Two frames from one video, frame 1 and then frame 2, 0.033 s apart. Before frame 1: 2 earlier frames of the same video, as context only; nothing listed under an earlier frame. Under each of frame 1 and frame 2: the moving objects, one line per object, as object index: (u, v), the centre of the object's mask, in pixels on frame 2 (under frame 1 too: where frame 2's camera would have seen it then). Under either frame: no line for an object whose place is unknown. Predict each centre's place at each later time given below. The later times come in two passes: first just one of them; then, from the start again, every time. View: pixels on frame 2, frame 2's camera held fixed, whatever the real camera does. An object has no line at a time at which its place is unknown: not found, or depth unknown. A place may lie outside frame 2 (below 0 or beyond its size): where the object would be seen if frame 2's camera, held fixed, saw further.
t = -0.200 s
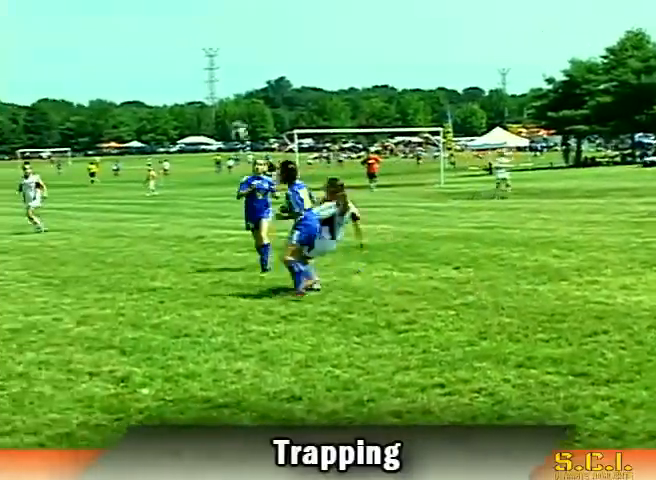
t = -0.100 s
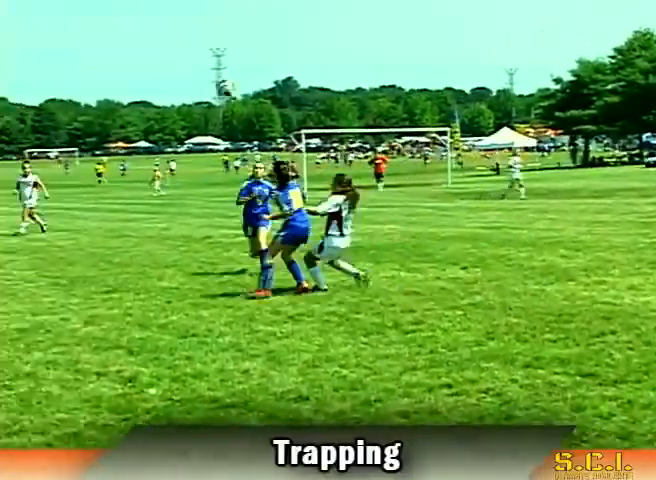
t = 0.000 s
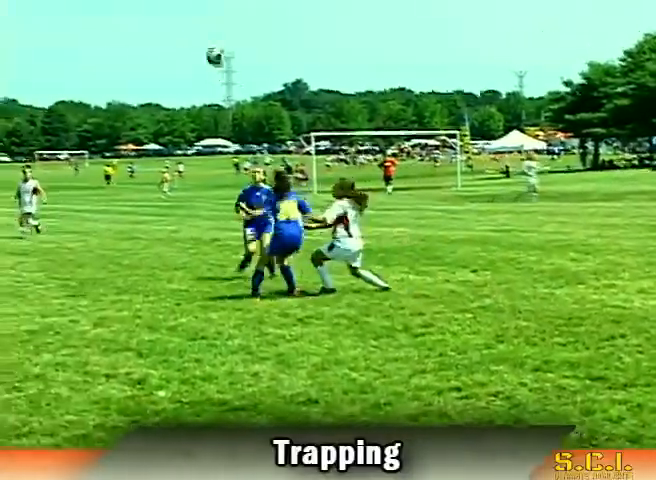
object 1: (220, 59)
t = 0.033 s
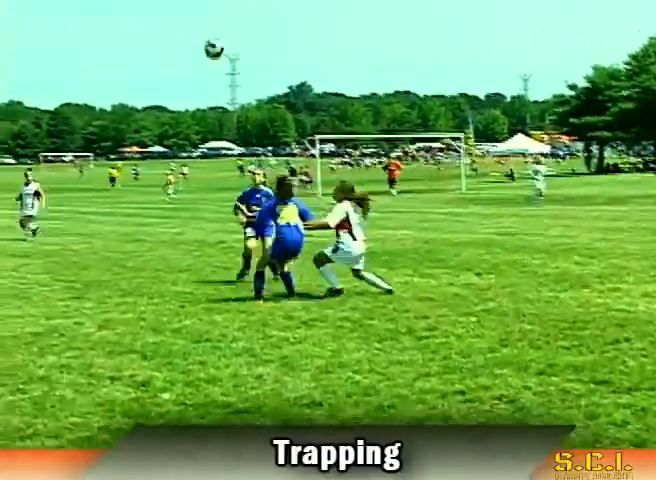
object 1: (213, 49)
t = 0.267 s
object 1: (167, 8)
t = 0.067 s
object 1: (208, 40)
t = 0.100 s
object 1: (201, 33)
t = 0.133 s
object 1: (194, 26)
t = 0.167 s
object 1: (188, 19)
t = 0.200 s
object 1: (180, 16)
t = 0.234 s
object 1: (174, 10)
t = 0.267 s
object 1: (167, 8)
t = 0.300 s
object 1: (160, 5)
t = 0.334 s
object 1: (154, 4)
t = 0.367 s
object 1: (148, 4)
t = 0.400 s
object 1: (142, 6)
